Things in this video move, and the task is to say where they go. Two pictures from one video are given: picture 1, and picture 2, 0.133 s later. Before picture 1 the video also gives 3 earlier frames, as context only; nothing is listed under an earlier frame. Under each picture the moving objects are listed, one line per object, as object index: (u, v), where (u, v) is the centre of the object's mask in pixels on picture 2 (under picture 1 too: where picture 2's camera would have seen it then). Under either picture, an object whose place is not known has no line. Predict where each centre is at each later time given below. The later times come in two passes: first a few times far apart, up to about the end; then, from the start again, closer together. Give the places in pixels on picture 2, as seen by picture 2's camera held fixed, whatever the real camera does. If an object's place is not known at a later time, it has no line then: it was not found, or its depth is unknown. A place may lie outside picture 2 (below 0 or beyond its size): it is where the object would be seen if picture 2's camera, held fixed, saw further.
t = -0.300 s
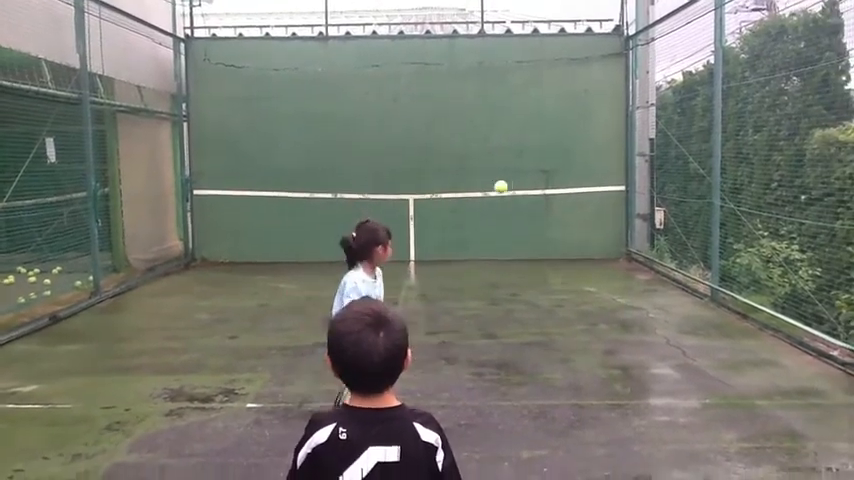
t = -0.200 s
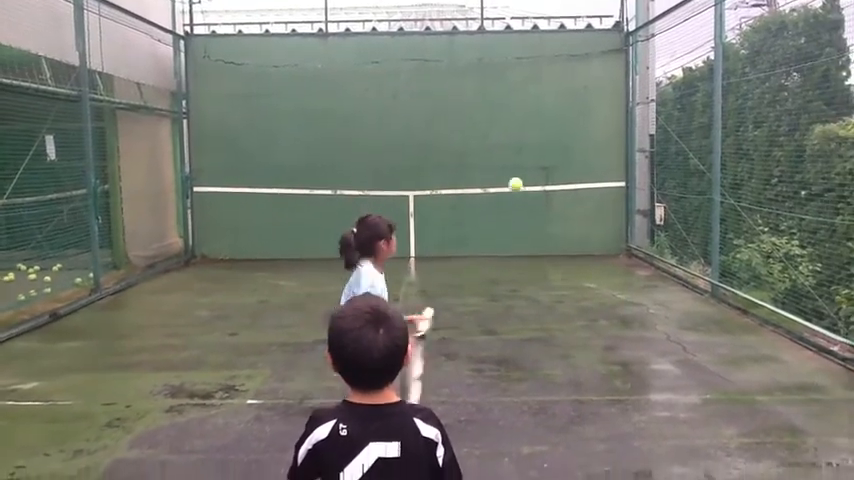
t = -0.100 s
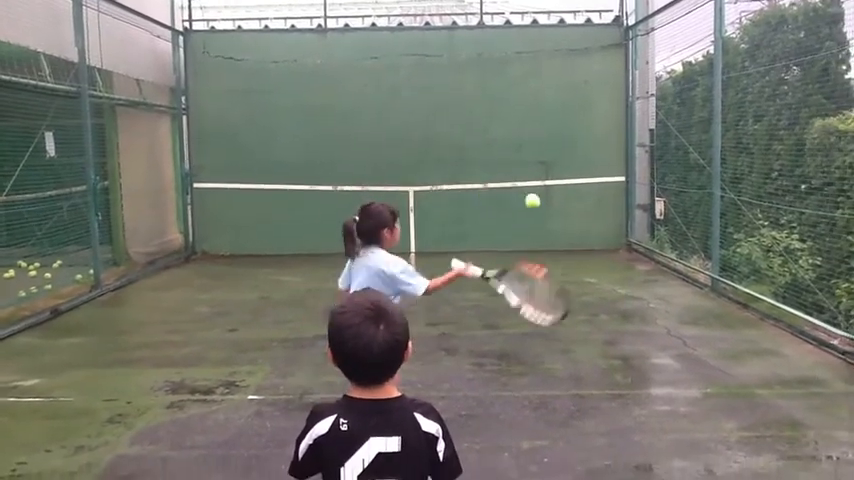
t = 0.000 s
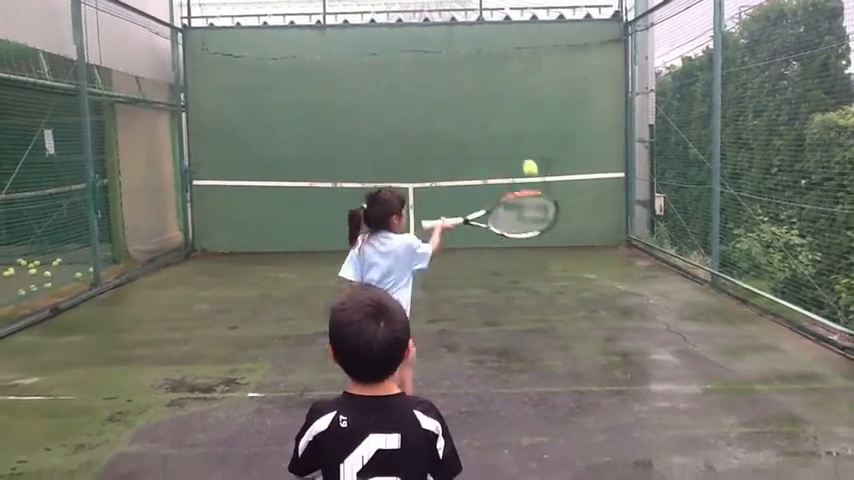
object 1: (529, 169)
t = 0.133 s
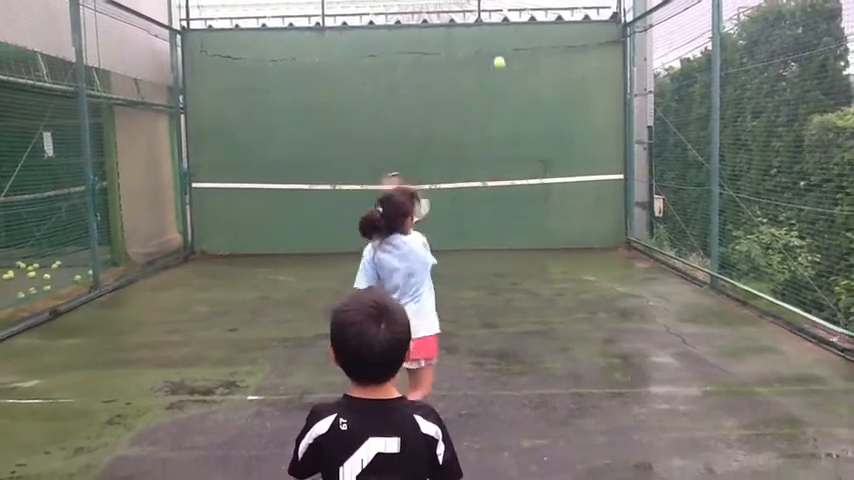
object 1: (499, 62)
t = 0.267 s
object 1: (479, 17)
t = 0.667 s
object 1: (462, 25)
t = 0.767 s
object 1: (461, 32)
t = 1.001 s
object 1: (463, 84)
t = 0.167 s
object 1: (494, 46)
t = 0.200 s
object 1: (489, 34)
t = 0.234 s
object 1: (485, 25)
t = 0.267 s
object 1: (479, 17)
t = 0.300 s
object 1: (479, 10)
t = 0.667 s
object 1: (462, 25)
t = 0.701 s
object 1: (461, 26)
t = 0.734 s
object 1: (461, 28)
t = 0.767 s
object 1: (461, 32)
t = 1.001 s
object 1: (463, 84)
